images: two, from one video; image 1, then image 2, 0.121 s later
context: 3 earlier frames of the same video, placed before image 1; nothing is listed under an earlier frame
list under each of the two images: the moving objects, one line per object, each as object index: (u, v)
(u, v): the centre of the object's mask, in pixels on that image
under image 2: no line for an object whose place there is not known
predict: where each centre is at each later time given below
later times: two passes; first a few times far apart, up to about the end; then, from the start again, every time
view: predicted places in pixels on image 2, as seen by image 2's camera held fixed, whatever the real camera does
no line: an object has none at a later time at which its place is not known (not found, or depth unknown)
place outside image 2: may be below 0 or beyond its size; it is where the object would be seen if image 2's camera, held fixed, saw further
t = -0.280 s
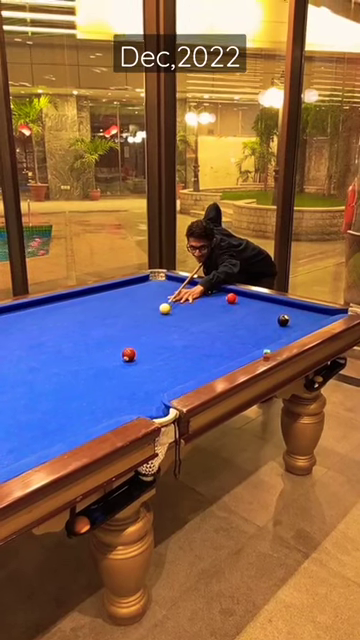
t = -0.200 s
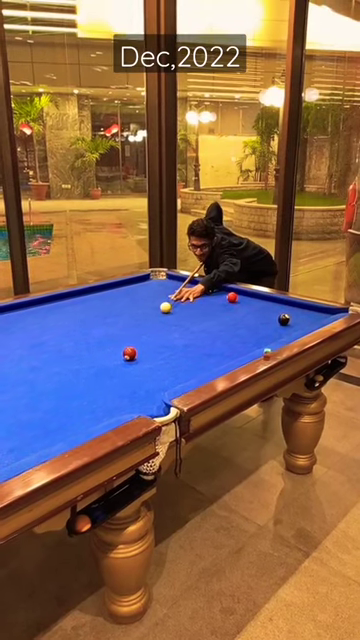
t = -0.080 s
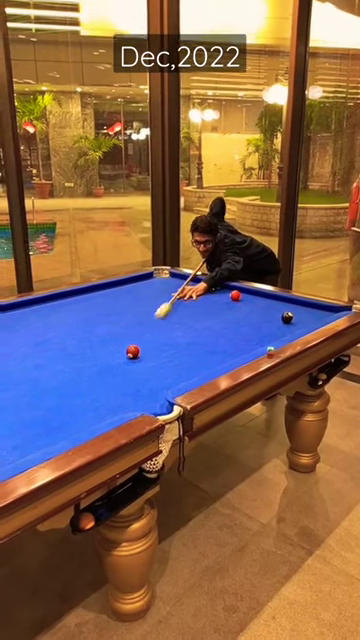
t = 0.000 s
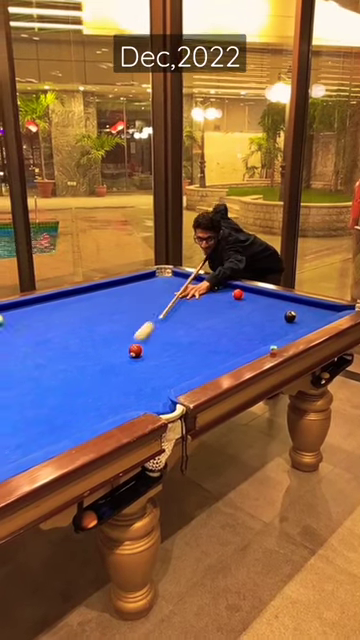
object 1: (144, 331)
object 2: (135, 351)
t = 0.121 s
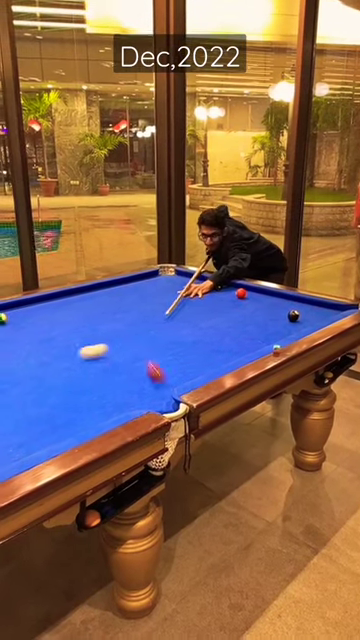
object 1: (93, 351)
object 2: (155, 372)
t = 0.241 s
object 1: (29, 368)
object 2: (144, 396)
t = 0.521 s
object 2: (43, 412)
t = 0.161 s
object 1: (73, 356)
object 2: (164, 384)
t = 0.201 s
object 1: (51, 361)
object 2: (160, 394)
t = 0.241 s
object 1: (29, 368)
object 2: (144, 396)
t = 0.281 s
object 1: (9, 373)
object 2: (129, 398)
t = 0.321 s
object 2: (115, 400)
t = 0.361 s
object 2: (101, 403)
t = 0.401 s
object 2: (86, 405)
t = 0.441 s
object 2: (72, 407)
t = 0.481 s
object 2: (57, 410)
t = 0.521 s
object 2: (43, 412)
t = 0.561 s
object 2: (28, 415)
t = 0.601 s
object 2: (11, 417)
